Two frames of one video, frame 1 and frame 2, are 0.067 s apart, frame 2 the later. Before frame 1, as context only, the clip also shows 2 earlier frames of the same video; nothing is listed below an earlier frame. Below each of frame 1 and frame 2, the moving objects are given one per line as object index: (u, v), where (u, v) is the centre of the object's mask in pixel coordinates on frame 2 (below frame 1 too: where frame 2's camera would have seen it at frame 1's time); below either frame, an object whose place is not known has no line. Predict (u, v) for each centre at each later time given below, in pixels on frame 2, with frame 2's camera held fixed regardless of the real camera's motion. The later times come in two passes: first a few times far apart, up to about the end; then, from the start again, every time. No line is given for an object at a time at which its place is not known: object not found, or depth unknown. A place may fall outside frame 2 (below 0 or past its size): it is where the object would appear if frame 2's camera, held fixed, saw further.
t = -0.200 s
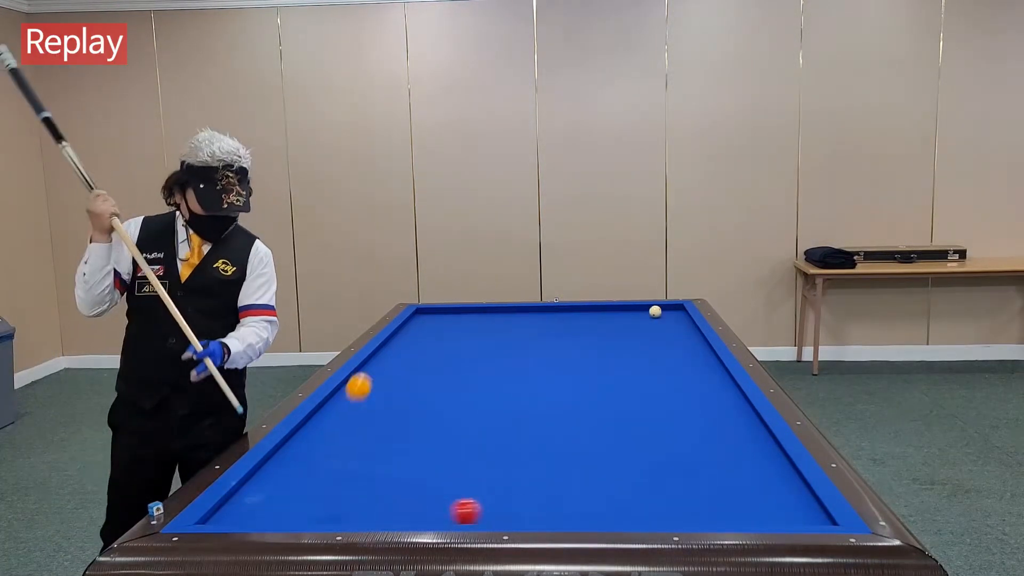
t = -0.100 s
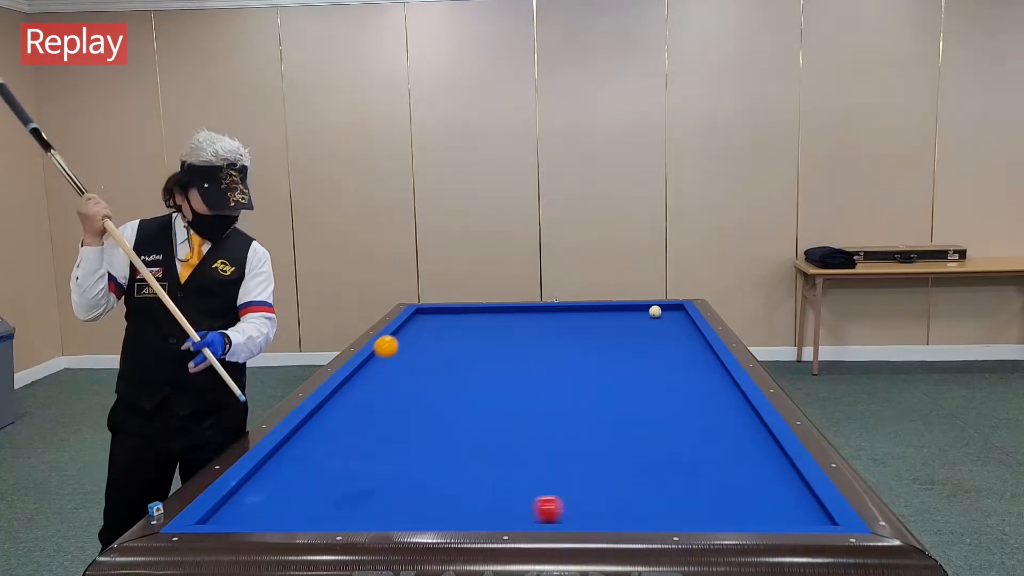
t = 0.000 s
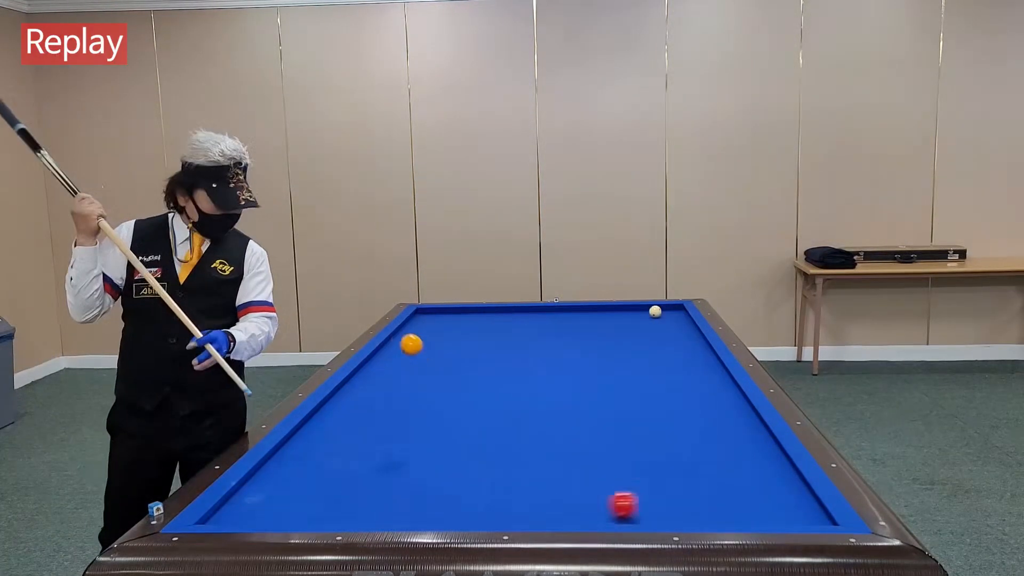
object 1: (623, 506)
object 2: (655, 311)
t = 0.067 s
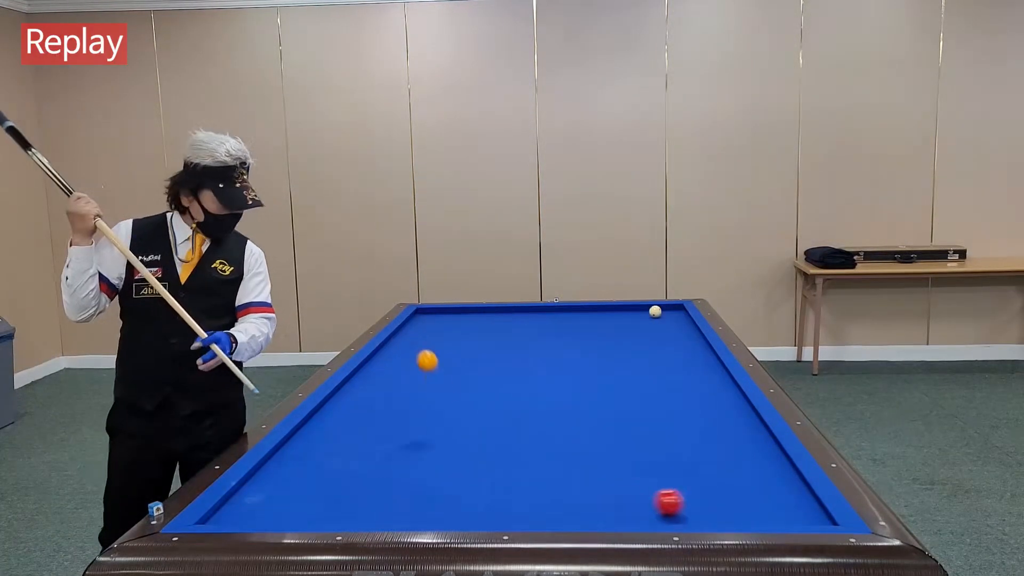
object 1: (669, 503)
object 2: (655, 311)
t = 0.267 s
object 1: (790, 496)
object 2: (655, 311)
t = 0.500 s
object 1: (707, 489)
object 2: (655, 311)
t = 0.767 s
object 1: (619, 482)
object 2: (655, 311)
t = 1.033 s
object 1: (538, 475)
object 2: (655, 311)
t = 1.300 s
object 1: (463, 470)
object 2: (655, 311)
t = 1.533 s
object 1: (402, 465)
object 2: (656, 309)
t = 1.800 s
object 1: (335, 460)
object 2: (660, 306)
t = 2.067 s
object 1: (281, 455)
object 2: (667, 310)
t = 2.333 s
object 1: (322, 452)
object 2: (673, 313)
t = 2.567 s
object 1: (352, 450)
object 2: (678, 315)
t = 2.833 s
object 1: (386, 447)
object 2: (684, 318)
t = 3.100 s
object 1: (417, 444)
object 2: (686, 321)
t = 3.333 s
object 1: (444, 442)
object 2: (686, 323)
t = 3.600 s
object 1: (473, 440)
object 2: (685, 325)
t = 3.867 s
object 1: (500, 437)
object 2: (685, 328)
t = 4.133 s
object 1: (526, 435)
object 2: (685, 330)
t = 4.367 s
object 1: (548, 434)
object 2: (684, 332)
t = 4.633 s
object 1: (571, 432)
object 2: (684, 334)
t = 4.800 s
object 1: (585, 431)
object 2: (684, 335)
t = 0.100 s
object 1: (690, 502)
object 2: (655, 311)
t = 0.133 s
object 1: (711, 501)
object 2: (655, 311)
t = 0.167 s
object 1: (731, 500)
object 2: (655, 311)
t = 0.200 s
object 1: (751, 498)
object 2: (655, 311)
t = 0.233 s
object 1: (771, 497)
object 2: (655, 311)
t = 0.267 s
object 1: (790, 496)
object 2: (655, 311)
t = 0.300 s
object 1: (801, 495)
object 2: (655, 311)
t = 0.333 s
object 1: (783, 494)
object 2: (655, 311)
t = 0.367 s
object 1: (766, 493)
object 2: (655, 311)
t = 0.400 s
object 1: (751, 492)
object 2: (655, 311)
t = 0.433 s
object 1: (735, 491)
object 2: (655, 311)
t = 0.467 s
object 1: (721, 490)
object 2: (655, 311)
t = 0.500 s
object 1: (707, 489)
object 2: (655, 311)
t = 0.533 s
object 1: (695, 488)
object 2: (655, 311)
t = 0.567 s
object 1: (684, 487)
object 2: (655, 311)
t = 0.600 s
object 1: (673, 486)
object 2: (655, 311)
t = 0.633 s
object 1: (661, 485)
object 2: (655, 311)
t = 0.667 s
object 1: (651, 484)
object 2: (655, 311)
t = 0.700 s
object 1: (640, 484)
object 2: (655, 311)
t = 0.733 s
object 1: (629, 483)
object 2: (655, 311)
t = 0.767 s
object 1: (619, 482)
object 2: (655, 311)
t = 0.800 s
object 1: (609, 481)
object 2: (655, 311)
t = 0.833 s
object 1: (598, 480)
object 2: (655, 311)
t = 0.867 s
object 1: (588, 479)
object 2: (655, 311)
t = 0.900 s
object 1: (578, 479)
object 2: (655, 311)
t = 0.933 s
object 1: (568, 477)
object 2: (655, 311)
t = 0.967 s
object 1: (558, 477)
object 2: (655, 311)
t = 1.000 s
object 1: (548, 476)
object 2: (655, 311)
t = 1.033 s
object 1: (538, 475)
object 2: (655, 311)
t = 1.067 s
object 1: (529, 474)
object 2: (655, 311)
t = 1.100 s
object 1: (519, 474)
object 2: (655, 311)
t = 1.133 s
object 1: (509, 473)
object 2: (655, 311)
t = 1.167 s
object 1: (500, 472)
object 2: (655, 311)
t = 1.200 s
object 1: (491, 472)
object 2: (655, 311)
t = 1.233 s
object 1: (482, 471)
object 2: (655, 311)
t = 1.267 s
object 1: (473, 470)
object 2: (655, 311)
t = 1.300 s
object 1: (463, 470)
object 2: (655, 311)
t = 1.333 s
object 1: (455, 469)
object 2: (655, 311)
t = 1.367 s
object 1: (445, 468)
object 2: (655, 311)
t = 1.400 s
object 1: (437, 467)
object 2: (657, 310)
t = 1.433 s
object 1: (428, 467)
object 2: (657, 307)
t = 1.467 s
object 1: (419, 466)
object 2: (654, 309)
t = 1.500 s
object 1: (411, 465)
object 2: (655, 309)
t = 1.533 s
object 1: (402, 465)
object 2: (656, 309)
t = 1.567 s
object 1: (393, 464)
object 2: (656, 308)
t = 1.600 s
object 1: (385, 463)
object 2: (657, 307)
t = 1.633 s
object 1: (376, 463)
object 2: (657, 306)
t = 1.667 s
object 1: (368, 462)
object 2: (657, 306)
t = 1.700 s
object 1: (360, 462)
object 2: (658, 306)
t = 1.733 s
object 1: (352, 461)
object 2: (658, 306)
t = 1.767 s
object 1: (343, 460)
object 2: (659, 306)
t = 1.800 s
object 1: (335, 460)
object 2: (660, 306)
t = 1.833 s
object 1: (327, 459)
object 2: (662, 307)
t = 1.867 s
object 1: (319, 459)
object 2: (662, 308)
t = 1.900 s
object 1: (311, 458)
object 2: (663, 309)
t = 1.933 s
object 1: (303, 457)
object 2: (664, 309)
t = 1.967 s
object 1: (295, 457)
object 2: (664, 309)
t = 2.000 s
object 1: (288, 456)
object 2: (665, 310)
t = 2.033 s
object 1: (280, 456)
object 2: (666, 310)
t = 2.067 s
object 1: (281, 455)
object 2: (667, 310)
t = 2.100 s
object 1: (287, 455)
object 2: (667, 311)
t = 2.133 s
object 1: (294, 454)
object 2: (668, 311)
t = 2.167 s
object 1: (299, 454)
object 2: (669, 311)
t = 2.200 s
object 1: (303, 454)
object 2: (670, 312)
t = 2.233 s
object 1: (308, 454)
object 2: (671, 312)
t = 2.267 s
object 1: (313, 453)
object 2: (671, 312)
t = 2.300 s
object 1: (317, 453)
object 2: (672, 312)
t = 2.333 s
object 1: (322, 452)
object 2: (673, 313)
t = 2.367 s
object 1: (326, 452)
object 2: (674, 313)
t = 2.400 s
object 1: (331, 452)
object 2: (675, 314)
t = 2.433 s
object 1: (335, 452)
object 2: (675, 314)
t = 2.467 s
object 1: (340, 451)
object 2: (676, 314)
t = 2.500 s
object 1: (344, 451)
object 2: (677, 315)
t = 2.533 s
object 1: (348, 450)
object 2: (678, 315)
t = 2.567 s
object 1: (352, 450)
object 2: (678, 315)
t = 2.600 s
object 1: (357, 450)
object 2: (679, 316)
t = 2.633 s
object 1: (361, 449)
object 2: (680, 316)
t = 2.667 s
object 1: (365, 449)
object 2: (681, 317)
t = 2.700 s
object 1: (370, 449)
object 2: (681, 317)
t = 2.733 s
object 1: (373, 448)
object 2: (682, 317)
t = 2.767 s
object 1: (377, 448)
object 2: (683, 318)
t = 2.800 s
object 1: (382, 448)
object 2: (684, 318)
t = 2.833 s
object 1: (386, 447)
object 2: (684, 318)
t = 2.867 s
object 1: (390, 447)
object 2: (685, 319)
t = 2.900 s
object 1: (394, 446)
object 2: (686, 319)
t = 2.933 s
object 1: (398, 446)
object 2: (686, 319)
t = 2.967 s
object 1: (402, 446)
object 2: (686, 320)
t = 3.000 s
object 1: (406, 445)
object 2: (686, 320)
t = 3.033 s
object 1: (410, 445)
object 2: (686, 320)
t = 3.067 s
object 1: (414, 445)
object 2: (686, 320)
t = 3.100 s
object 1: (417, 444)
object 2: (686, 321)
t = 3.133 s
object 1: (421, 444)
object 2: (686, 321)
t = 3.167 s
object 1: (425, 444)
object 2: (686, 322)
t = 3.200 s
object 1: (429, 443)
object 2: (686, 322)
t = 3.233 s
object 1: (433, 443)
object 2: (686, 322)
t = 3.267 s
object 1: (437, 443)
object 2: (686, 323)
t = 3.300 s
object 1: (441, 443)
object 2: (686, 323)
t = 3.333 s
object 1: (444, 442)
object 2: (686, 323)
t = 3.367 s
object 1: (448, 442)
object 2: (686, 324)
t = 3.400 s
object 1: (451, 442)
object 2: (686, 324)
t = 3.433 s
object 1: (455, 442)
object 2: (686, 324)
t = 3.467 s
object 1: (458, 441)
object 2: (686, 324)
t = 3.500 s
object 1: (462, 441)
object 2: (686, 325)
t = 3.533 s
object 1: (466, 440)
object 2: (686, 325)
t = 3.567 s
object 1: (469, 440)
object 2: (685, 325)
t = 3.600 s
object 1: (473, 440)
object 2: (685, 325)
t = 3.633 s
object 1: (476, 439)
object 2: (685, 326)
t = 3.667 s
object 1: (480, 439)
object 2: (685, 326)
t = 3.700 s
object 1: (483, 439)
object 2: (685, 326)
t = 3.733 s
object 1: (487, 439)
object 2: (685, 327)
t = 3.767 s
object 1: (490, 439)
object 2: (685, 327)
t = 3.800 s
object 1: (493, 438)
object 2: (685, 327)
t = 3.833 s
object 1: (497, 438)
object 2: (685, 328)
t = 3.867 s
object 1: (500, 437)
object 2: (685, 328)
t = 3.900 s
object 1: (503, 437)
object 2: (685, 328)
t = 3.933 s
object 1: (507, 437)
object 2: (685, 328)
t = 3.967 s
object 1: (510, 437)
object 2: (685, 329)
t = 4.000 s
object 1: (513, 437)
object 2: (685, 329)
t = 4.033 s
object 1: (516, 436)
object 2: (685, 329)
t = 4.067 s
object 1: (520, 436)
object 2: (685, 330)
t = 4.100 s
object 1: (523, 436)
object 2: (685, 330)
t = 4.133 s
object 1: (526, 435)
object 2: (685, 330)
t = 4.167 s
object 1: (529, 435)
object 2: (685, 331)
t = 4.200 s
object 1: (532, 435)
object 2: (685, 331)
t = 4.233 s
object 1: (535, 435)
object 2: (685, 331)
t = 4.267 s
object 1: (538, 434)
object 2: (685, 331)
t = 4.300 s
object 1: (541, 434)
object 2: (684, 332)
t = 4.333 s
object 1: (544, 434)
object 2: (684, 332)
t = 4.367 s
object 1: (548, 434)
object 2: (684, 332)
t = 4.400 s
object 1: (551, 434)
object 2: (684, 332)
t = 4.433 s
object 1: (553, 433)
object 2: (684, 333)
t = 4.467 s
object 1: (556, 433)
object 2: (684, 333)
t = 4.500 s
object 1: (559, 433)
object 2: (684, 333)
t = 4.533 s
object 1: (563, 433)
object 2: (684, 333)
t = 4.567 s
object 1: (565, 432)
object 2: (684, 334)
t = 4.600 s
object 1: (568, 432)
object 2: (684, 334)
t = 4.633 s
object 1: (571, 432)
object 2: (684, 334)
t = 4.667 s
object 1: (574, 432)
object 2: (684, 334)
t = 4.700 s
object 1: (576, 432)
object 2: (684, 335)
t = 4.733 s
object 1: (580, 431)
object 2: (684, 335)
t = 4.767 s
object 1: (582, 432)
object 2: (684, 335)
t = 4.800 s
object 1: (585, 431)
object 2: (684, 335)
